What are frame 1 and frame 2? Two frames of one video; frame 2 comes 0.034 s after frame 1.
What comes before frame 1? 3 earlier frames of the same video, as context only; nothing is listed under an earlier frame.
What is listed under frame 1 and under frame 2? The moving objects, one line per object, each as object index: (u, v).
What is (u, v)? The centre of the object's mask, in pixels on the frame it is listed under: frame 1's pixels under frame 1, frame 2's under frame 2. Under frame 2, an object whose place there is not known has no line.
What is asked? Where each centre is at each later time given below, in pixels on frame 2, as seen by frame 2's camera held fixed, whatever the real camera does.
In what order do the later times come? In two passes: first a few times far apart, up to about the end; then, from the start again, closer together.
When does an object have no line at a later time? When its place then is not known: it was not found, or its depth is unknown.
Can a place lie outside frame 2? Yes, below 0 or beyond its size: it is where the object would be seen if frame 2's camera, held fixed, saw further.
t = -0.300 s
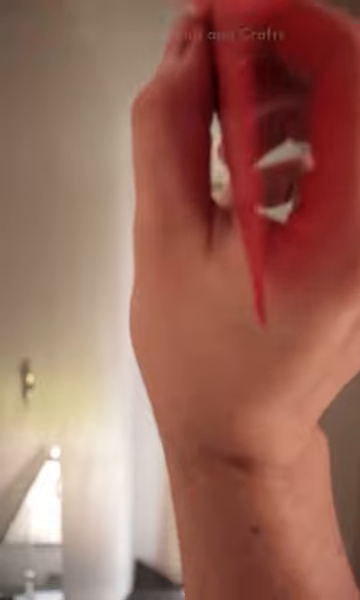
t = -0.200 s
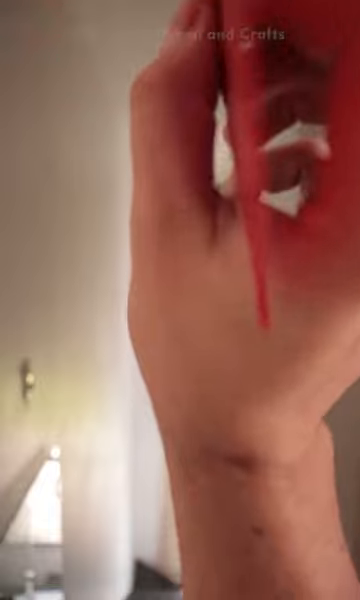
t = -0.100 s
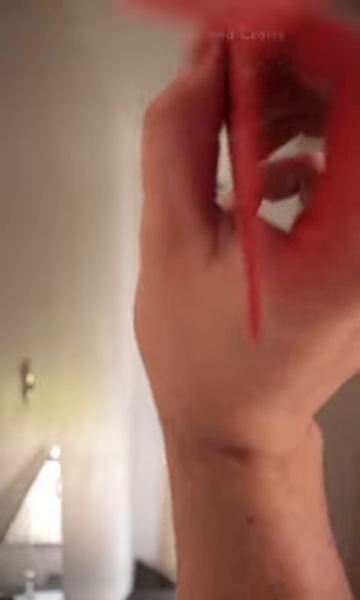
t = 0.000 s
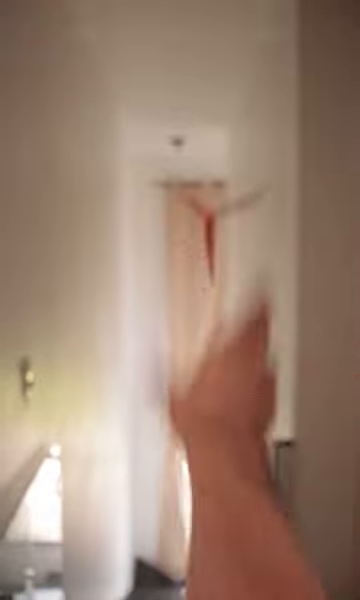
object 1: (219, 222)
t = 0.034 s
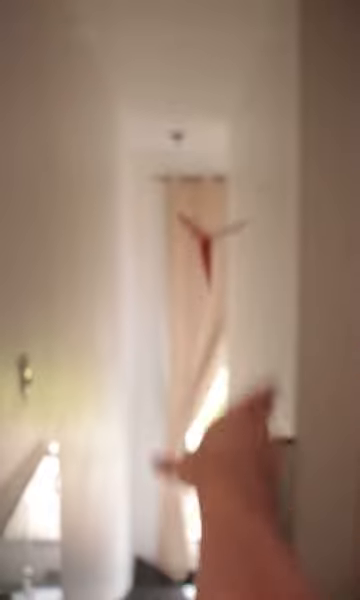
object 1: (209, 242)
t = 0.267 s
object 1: (174, 321)
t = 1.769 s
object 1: (107, 477)
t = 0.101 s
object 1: (198, 276)
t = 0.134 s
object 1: (193, 288)
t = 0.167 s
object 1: (188, 300)
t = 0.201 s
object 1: (183, 310)
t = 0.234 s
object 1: (179, 317)
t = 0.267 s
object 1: (174, 321)
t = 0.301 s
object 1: (170, 328)
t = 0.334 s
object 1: (166, 333)
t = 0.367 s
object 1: (162, 336)
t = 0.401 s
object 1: (158, 339)
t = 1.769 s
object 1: (107, 477)
